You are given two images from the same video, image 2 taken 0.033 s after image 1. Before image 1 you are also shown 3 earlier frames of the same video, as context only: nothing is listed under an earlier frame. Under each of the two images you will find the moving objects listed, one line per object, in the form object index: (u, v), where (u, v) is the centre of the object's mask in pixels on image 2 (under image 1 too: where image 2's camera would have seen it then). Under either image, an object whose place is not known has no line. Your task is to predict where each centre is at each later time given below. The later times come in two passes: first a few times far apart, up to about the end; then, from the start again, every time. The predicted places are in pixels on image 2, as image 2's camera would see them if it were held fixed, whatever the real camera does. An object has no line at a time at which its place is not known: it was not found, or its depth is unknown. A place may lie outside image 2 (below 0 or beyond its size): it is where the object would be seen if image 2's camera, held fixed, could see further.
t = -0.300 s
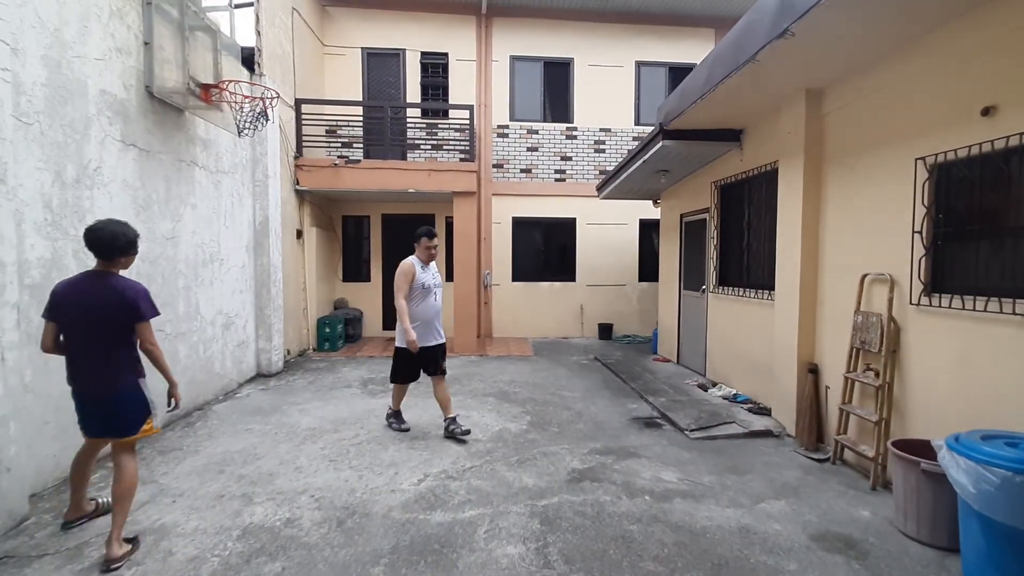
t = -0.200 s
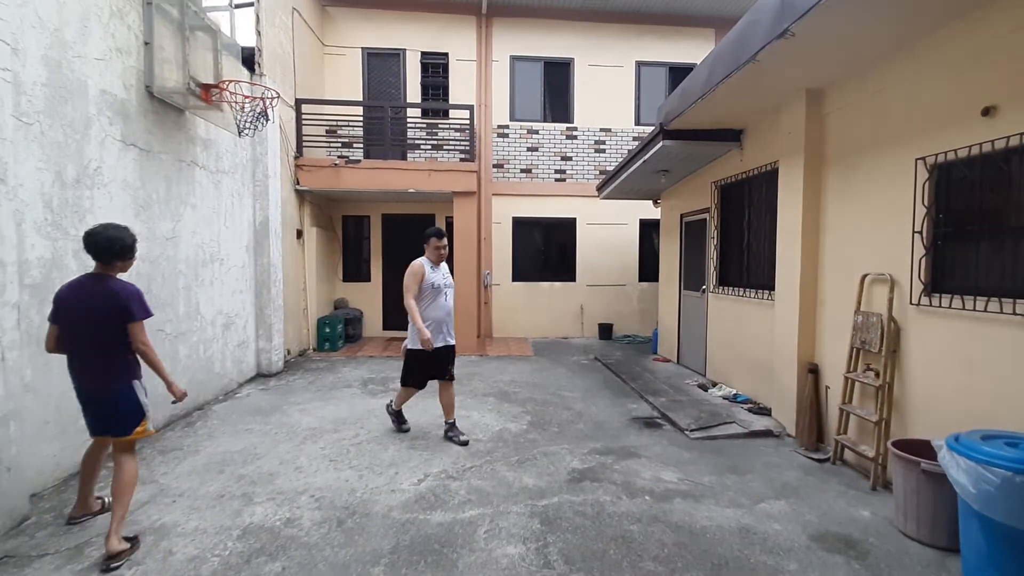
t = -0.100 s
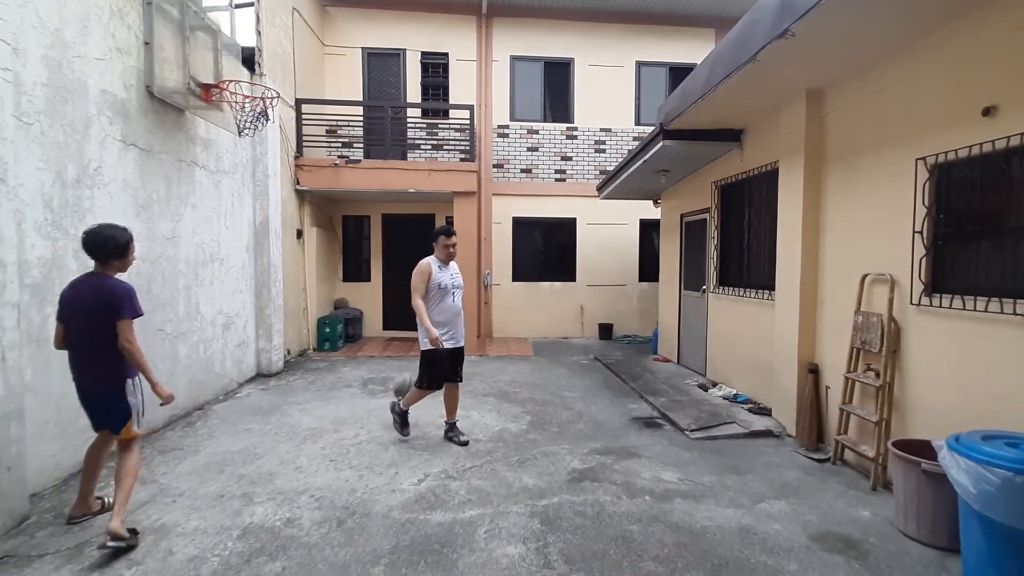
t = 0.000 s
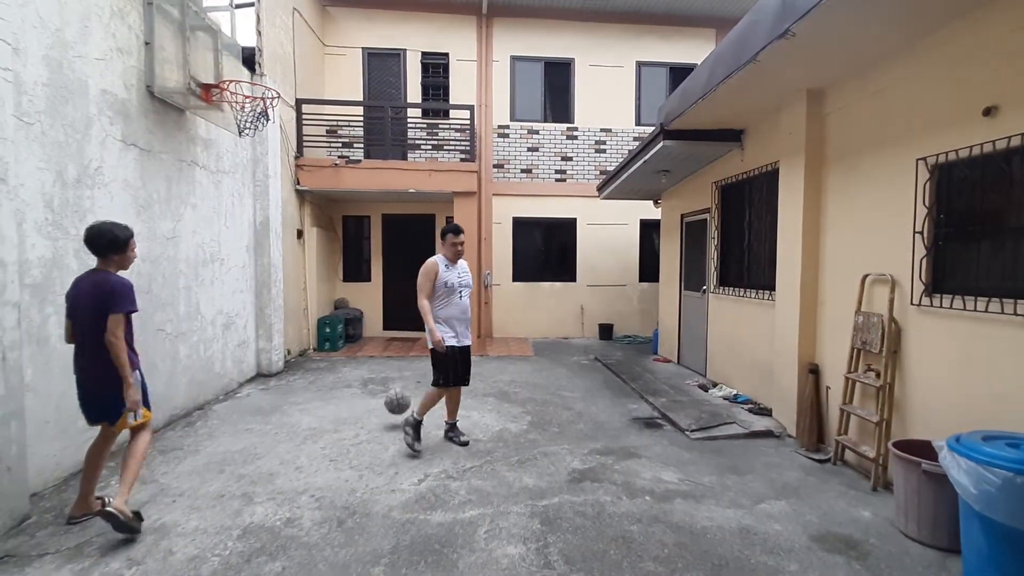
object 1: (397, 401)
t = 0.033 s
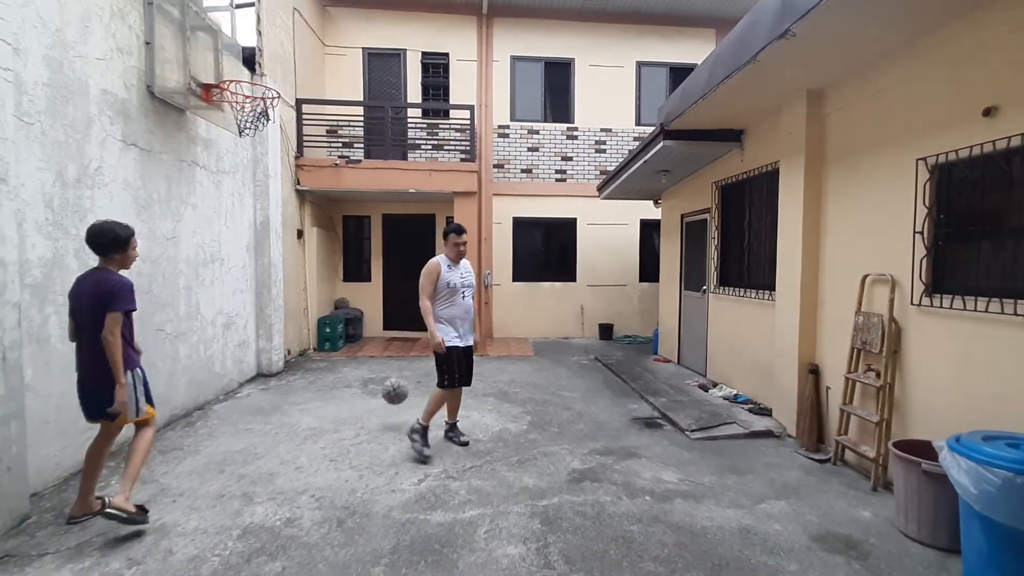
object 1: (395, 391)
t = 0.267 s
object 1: (376, 350)
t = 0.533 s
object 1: (354, 376)
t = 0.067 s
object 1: (392, 382)
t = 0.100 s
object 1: (389, 374)
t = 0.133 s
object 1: (387, 367)
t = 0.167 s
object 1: (384, 361)
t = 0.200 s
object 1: (382, 356)
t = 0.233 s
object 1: (379, 353)
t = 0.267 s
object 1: (376, 350)
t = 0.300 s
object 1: (373, 349)
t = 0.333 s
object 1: (371, 349)
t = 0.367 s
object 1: (368, 350)
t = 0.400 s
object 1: (365, 353)
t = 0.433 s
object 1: (362, 356)
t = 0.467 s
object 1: (360, 362)
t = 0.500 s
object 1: (357, 368)
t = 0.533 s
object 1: (354, 376)
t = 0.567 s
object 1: (351, 388)
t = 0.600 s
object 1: (349, 396)
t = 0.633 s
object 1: (345, 409)
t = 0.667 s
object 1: (342, 422)
